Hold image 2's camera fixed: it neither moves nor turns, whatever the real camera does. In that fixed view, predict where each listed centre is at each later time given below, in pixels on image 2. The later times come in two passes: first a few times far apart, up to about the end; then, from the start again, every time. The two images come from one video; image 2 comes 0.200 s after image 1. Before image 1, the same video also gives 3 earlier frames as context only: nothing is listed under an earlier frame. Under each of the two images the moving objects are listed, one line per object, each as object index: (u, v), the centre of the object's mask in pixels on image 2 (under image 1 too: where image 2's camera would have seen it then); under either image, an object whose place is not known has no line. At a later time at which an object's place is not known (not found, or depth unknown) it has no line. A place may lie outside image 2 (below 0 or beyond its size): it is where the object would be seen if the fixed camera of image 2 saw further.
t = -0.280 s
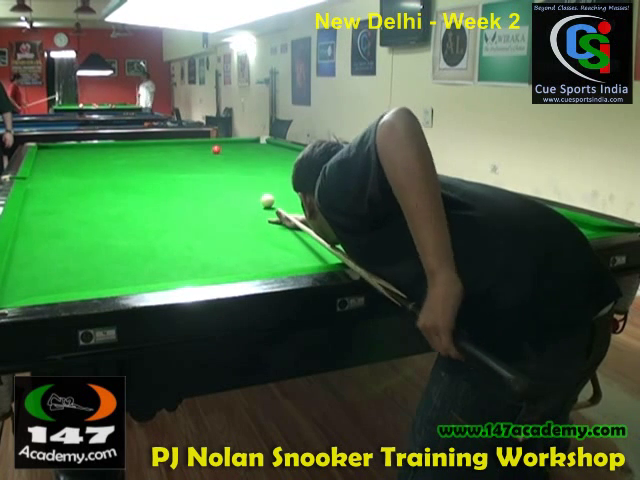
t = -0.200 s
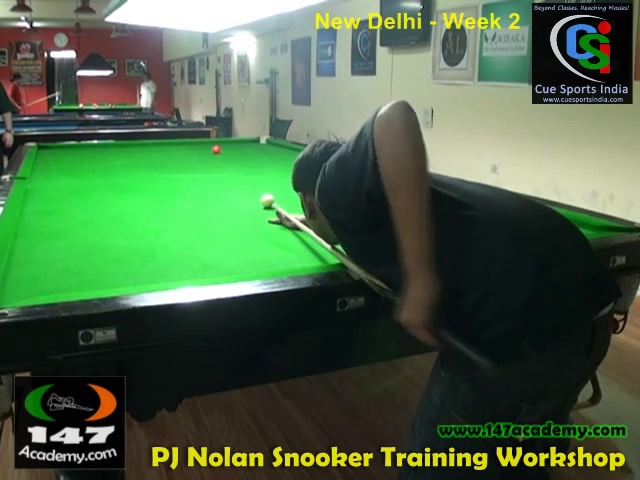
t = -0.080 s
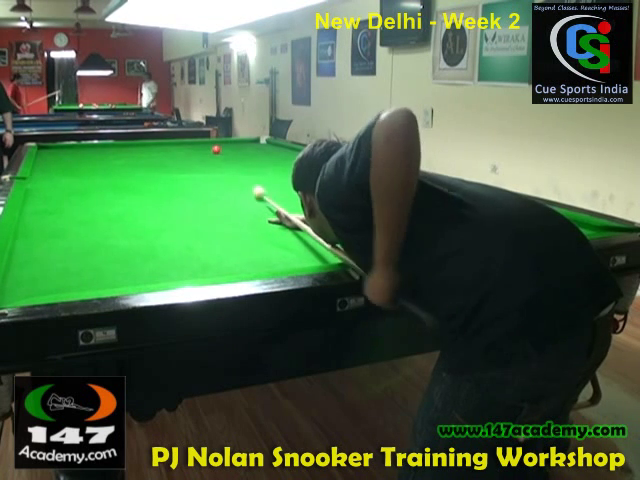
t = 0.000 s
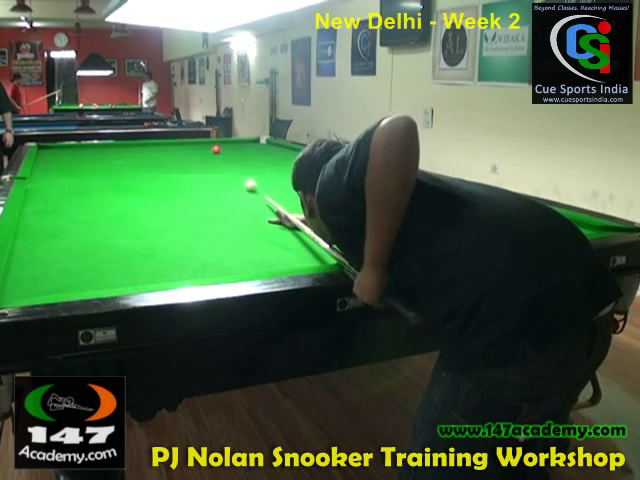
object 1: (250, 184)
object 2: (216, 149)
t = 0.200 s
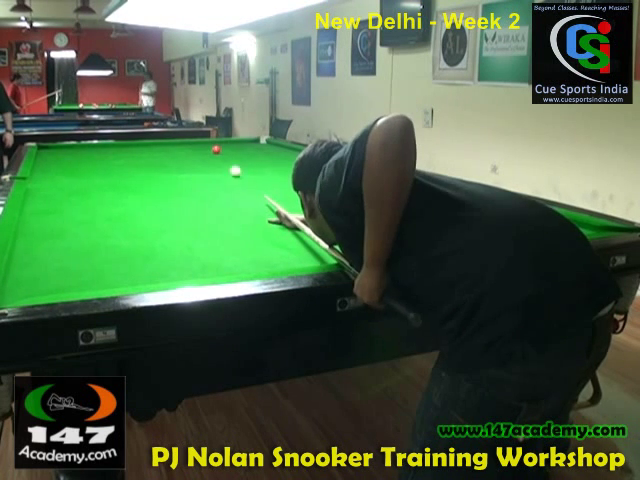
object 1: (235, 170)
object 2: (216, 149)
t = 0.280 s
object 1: (230, 166)
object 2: (216, 149)
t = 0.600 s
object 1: (216, 153)
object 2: (215, 148)
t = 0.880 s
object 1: (190, 148)
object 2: (232, 146)
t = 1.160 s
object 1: (163, 145)
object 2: (248, 143)
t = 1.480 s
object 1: (138, 143)
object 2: (260, 139)
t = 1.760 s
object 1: (128, 145)
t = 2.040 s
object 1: (118, 148)
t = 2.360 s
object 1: (106, 151)
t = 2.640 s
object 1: (95, 154)
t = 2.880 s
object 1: (85, 156)
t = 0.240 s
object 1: (233, 168)
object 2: (216, 149)
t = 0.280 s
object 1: (230, 166)
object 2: (216, 149)
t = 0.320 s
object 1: (228, 164)
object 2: (216, 149)
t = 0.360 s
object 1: (226, 163)
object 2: (216, 149)
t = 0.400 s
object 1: (224, 161)
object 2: (216, 149)
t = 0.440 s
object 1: (222, 159)
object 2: (216, 149)
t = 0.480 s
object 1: (221, 157)
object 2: (216, 149)
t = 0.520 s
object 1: (219, 156)
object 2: (215, 149)
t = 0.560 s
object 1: (217, 155)
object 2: (215, 148)
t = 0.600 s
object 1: (216, 153)
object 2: (215, 148)
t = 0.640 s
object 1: (214, 152)
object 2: (216, 146)
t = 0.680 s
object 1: (213, 151)
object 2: (217, 147)
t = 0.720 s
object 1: (210, 150)
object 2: (218, 149)
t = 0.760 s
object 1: (204, 149)
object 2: (221, 148)
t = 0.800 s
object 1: (199, 149)
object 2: (225, 147)
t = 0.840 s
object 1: (194, 148)
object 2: (228, 147)
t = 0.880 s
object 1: (190, 148)
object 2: (232, 146)
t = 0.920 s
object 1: (185, 147)
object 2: (234, 146)
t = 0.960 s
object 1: (181, 147)
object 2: (237, 145)
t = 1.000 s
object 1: (177, 147)
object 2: (239, 144)
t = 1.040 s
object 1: (174, 146)
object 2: (242, 144)
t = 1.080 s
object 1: (170, 146)
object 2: (244, 143)
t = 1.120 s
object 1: (166, 145)
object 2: (246, 143)
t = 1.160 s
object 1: (163, 145)
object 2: (248, 143)
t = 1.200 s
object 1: (159, 144)
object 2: (251, 142)
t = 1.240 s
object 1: (155, 144)
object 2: (252, 141)
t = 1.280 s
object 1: (152, 144)
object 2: (255, 141)
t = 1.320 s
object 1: (148, 143)
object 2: (257, 140)
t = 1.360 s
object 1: (145, 143)
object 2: (259, 140)
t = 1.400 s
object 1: (142, 143)
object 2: (260, 140)
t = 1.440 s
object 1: (139, 143)
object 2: (260, 140)
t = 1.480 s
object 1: (138, 143)
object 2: (260, 139)
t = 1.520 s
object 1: (137, 143)
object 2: (260, 140)
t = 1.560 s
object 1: (135, 144)
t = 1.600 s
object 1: (134, 144)
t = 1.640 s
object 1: (133, 144)
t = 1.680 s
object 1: (131, 145)
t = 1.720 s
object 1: (130, 145)
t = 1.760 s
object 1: (128, 145)
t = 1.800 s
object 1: (127, 146)
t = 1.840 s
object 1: (126, 146)
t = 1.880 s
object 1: (124, 146)
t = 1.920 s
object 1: (123, 147)
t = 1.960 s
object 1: (121, 147)
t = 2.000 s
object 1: (120, 147)
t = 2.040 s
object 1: (118, 148)
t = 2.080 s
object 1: (117, 148)
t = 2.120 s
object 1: (115, 148)
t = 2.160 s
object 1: (114, 149)
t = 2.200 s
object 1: (112, 149)
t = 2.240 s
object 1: (111, 149)
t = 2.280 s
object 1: (110, 150)
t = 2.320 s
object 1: (108, 150)
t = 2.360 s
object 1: (106, 151)
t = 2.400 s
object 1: (105, 151)
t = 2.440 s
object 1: (103, 151)
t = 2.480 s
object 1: (102, 152)
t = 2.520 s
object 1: (100, 152)
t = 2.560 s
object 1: (98, 153)
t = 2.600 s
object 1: (97, 153)
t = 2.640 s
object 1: (95, 154)
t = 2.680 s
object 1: (93, 154)
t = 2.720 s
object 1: (92, 154)
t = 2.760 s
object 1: (90, 155)
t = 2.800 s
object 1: (88, 155)
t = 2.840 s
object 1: (87, 155)
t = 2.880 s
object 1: (85, 156)
